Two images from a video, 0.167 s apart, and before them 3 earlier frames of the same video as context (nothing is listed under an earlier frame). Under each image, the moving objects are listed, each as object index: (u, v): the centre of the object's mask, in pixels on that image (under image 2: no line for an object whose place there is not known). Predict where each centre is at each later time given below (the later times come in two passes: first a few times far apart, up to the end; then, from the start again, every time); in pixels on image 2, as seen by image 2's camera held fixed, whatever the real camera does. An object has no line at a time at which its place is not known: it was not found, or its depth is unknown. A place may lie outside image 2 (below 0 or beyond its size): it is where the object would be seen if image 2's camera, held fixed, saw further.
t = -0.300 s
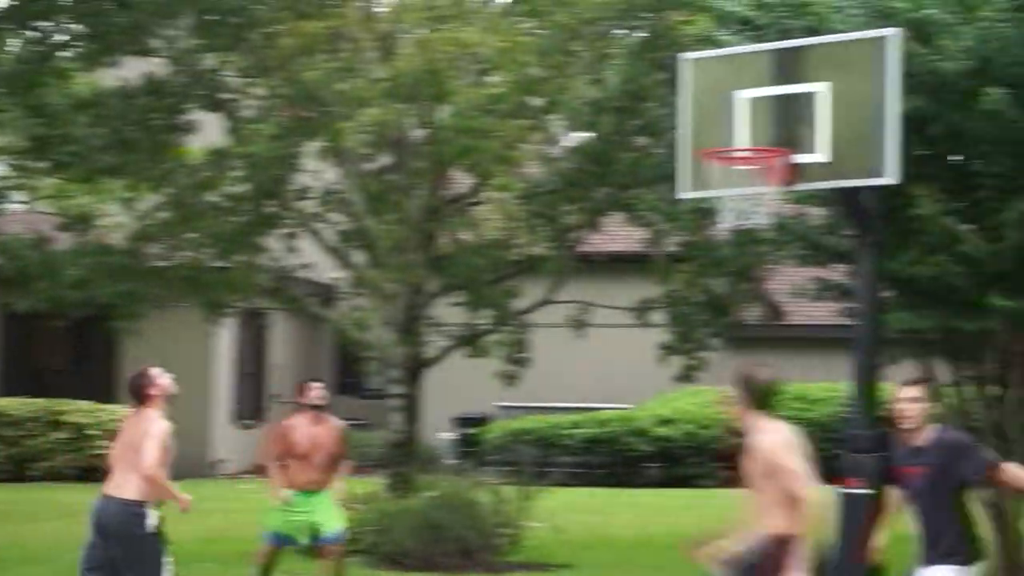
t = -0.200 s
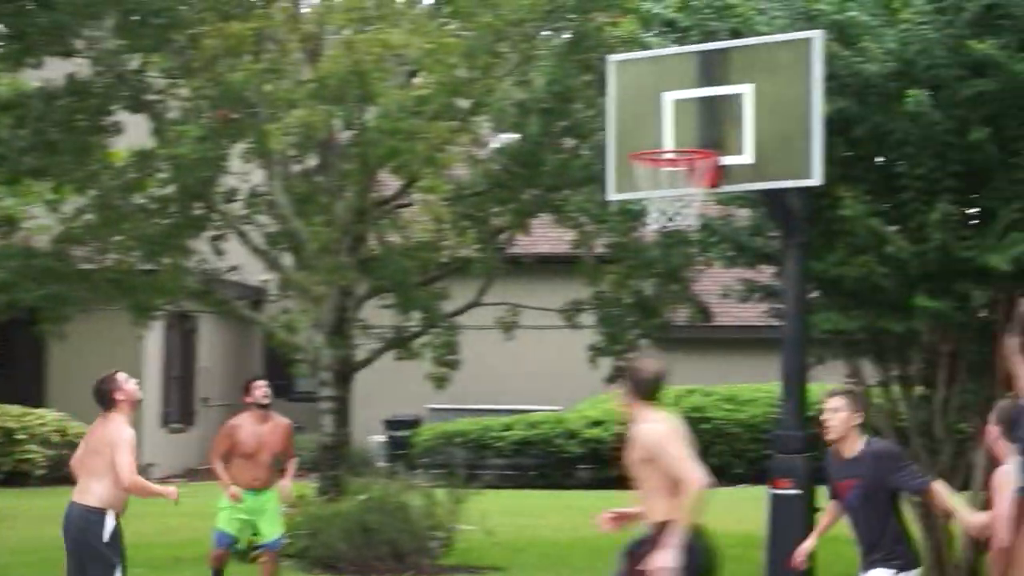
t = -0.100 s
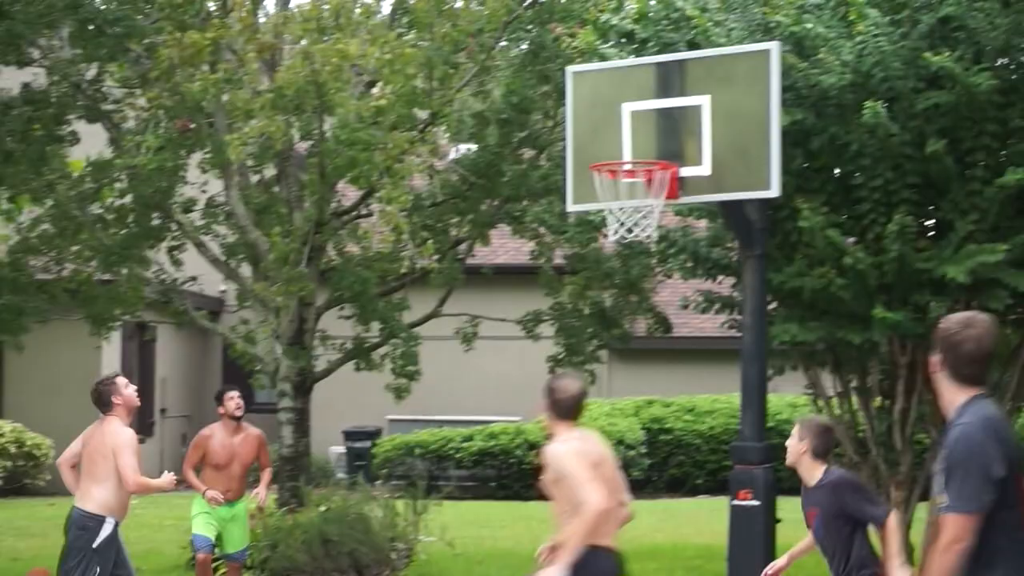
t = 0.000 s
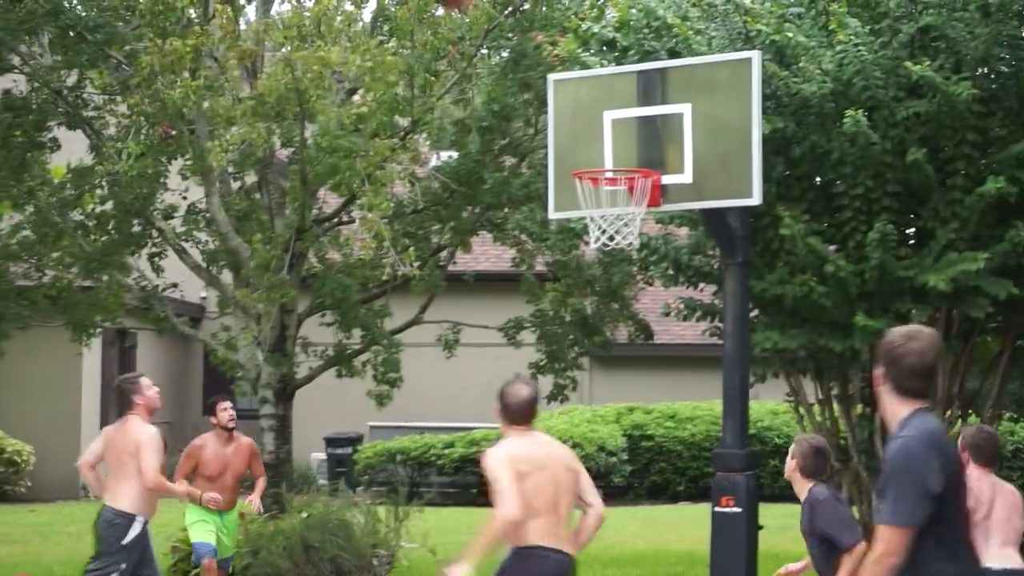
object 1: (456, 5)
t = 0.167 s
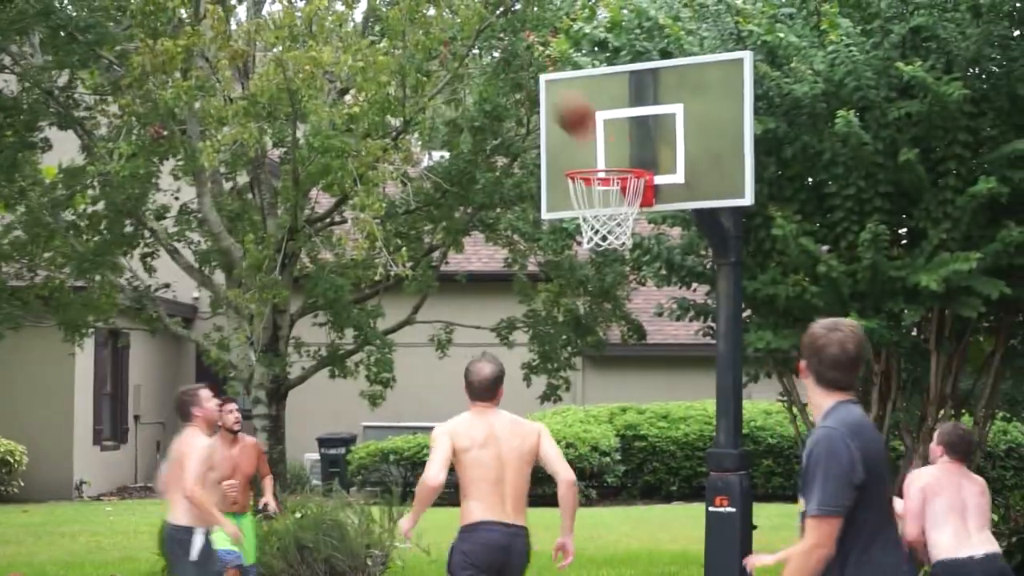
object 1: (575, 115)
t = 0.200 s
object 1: (604, 147)
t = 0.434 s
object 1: (597, 95)
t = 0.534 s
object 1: (590, 88)
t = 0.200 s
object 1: (604, 147)
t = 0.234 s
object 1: (617, 155)
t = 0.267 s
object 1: (615, 145)
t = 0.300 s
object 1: (611, 133)
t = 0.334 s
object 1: (607, 120)
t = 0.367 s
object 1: (604, 110)
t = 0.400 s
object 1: (600, 101)
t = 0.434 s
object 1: (597, 95)
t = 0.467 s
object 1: (594, 91)
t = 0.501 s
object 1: (592, 89)
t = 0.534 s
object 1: (590, 88)
